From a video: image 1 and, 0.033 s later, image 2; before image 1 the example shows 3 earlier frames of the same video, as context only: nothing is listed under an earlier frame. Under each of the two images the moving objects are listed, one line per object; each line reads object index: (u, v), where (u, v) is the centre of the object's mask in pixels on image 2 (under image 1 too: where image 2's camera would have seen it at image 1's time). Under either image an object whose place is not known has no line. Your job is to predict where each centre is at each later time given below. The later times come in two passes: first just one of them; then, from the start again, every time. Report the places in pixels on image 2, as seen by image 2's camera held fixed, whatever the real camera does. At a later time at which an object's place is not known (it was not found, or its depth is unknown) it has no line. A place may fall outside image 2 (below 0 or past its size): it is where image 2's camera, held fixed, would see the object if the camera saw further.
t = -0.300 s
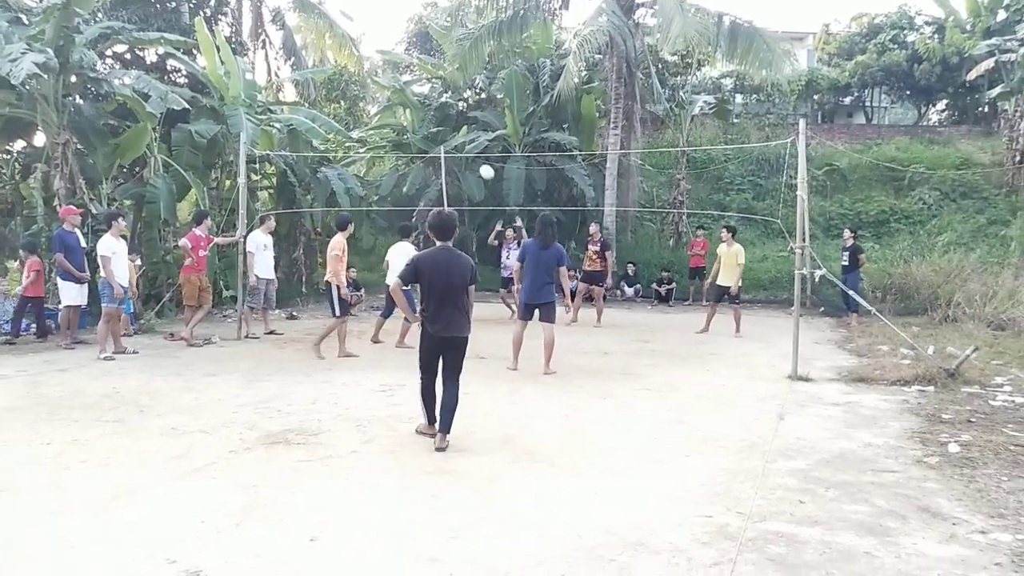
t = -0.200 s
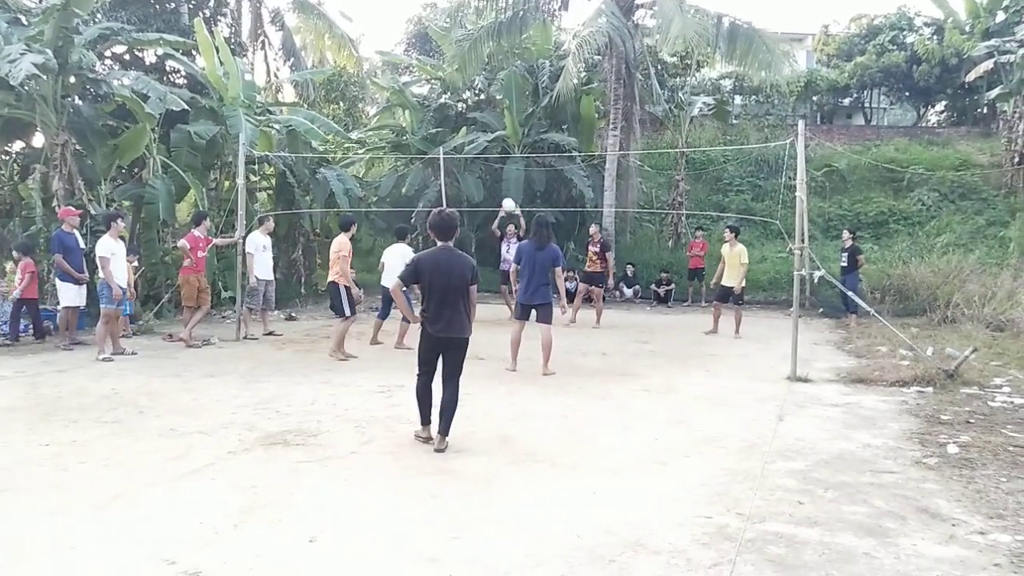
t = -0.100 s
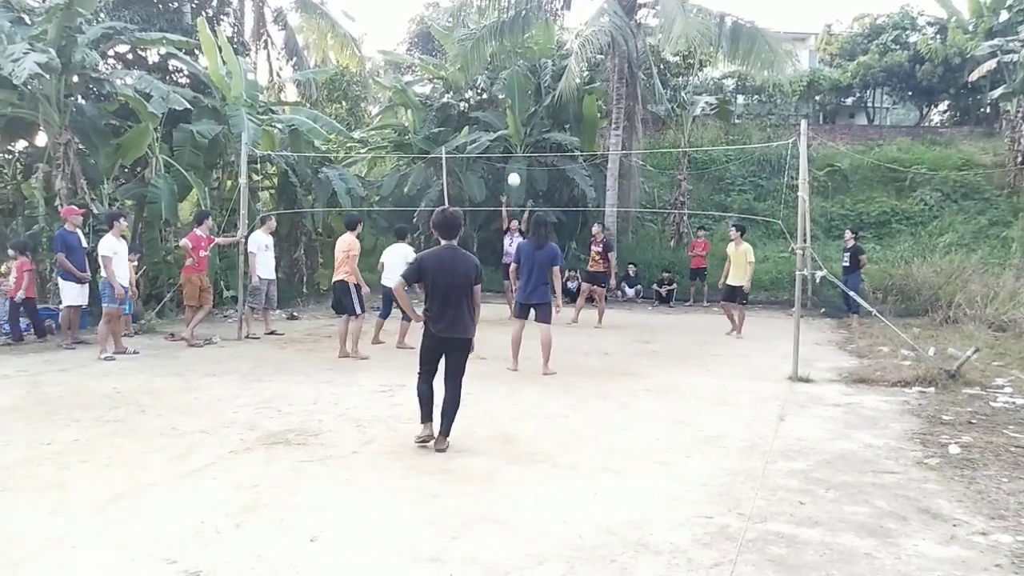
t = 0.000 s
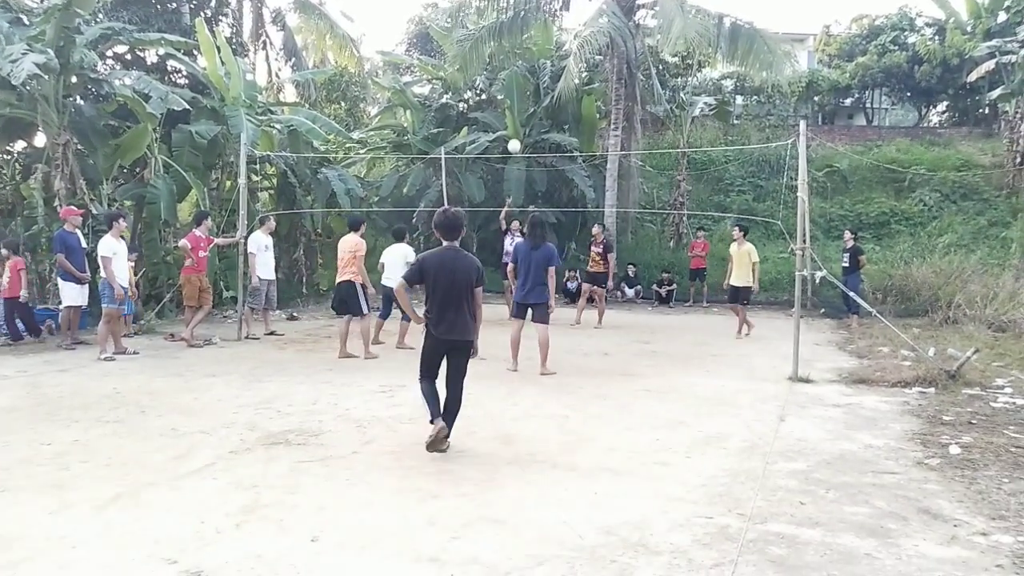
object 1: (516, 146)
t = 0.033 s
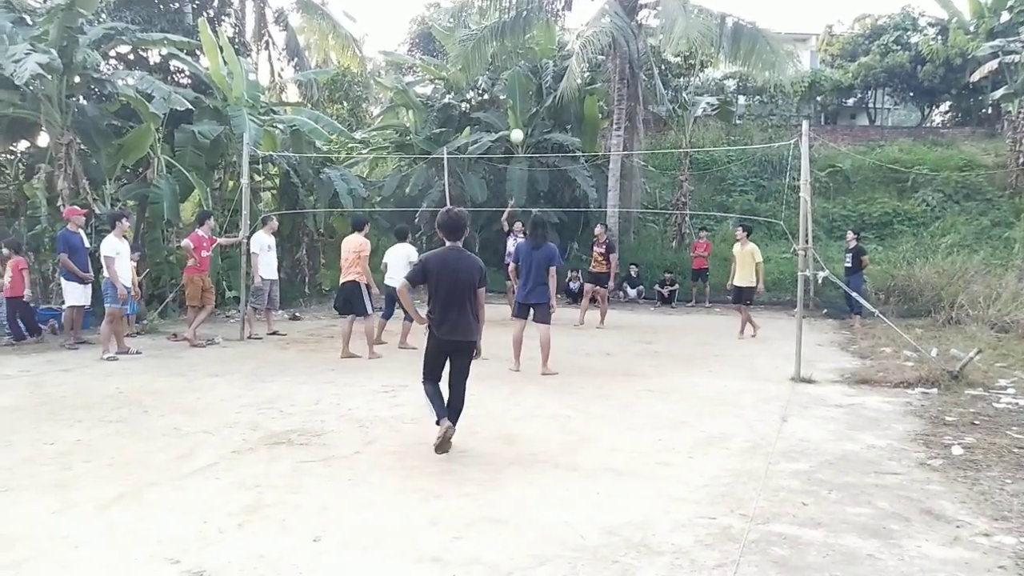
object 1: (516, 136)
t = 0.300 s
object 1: (519, 77)
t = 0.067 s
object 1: (517, 126)
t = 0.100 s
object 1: (517, 117)
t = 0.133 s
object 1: (517, 109)
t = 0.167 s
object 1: (518, 101)
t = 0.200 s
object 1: (518, 94)
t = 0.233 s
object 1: (518, 88)
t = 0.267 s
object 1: (519, 82)
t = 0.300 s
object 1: (519, 77)
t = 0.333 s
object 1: (519, 72)
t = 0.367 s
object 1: (520, 68)
